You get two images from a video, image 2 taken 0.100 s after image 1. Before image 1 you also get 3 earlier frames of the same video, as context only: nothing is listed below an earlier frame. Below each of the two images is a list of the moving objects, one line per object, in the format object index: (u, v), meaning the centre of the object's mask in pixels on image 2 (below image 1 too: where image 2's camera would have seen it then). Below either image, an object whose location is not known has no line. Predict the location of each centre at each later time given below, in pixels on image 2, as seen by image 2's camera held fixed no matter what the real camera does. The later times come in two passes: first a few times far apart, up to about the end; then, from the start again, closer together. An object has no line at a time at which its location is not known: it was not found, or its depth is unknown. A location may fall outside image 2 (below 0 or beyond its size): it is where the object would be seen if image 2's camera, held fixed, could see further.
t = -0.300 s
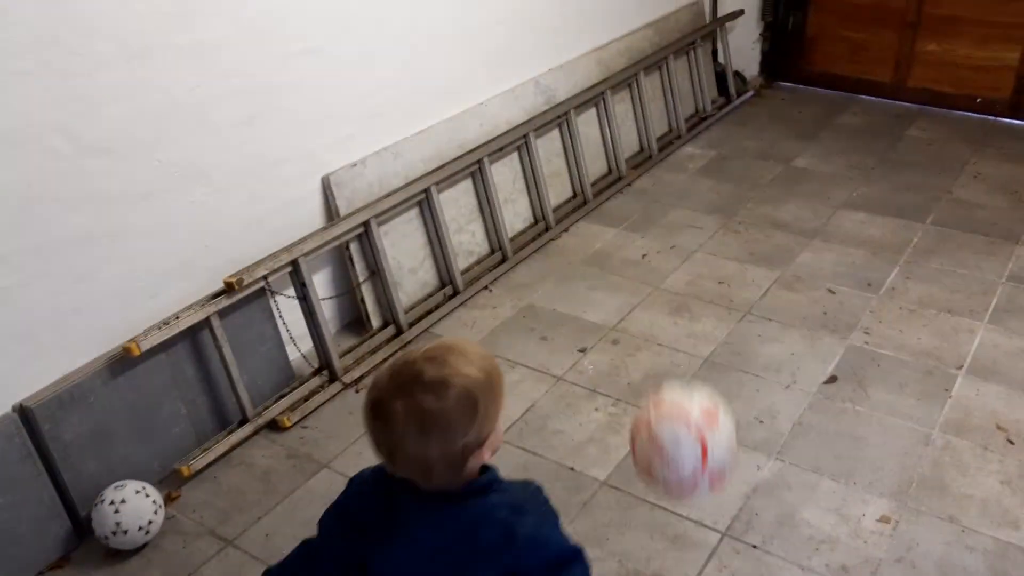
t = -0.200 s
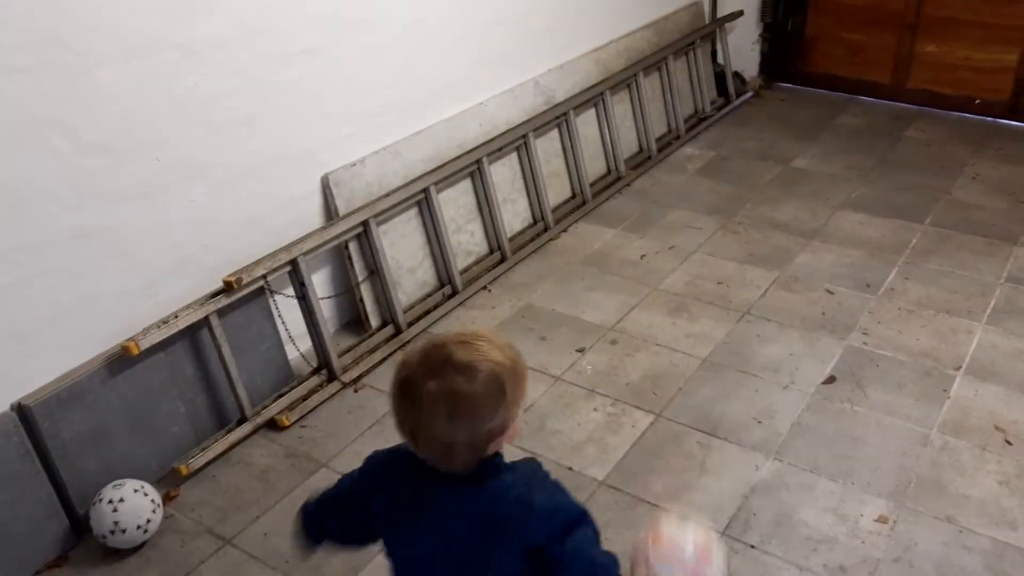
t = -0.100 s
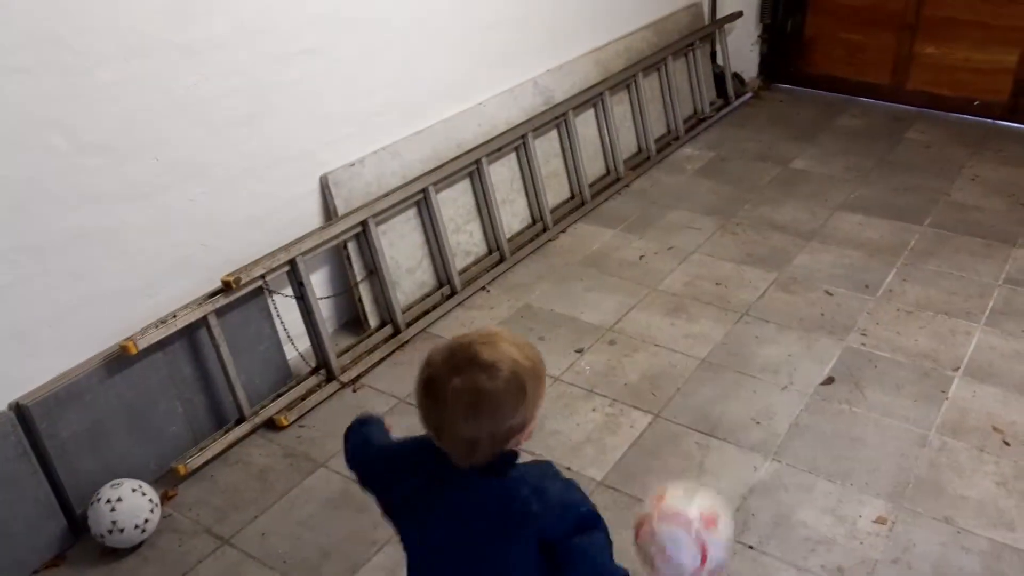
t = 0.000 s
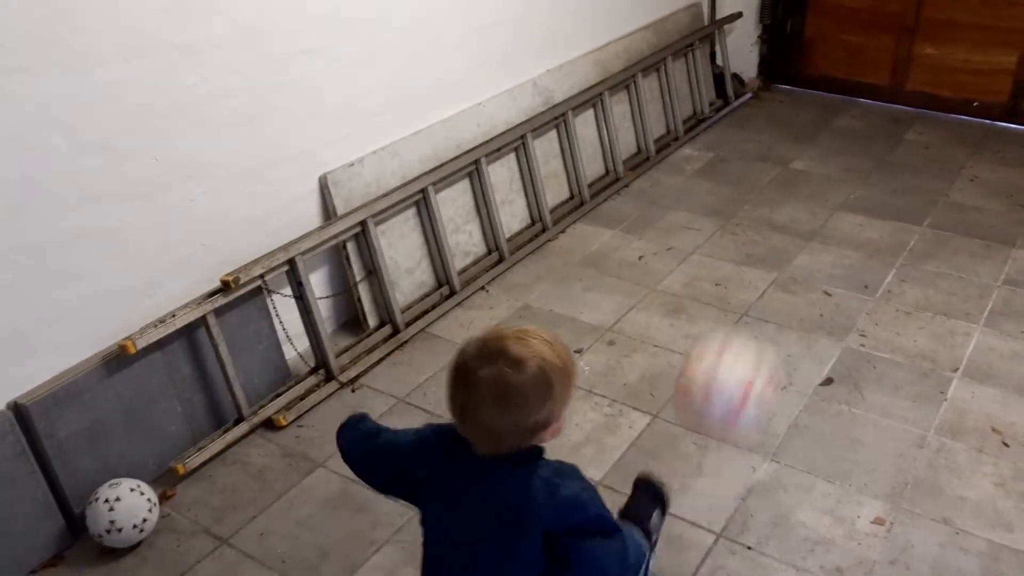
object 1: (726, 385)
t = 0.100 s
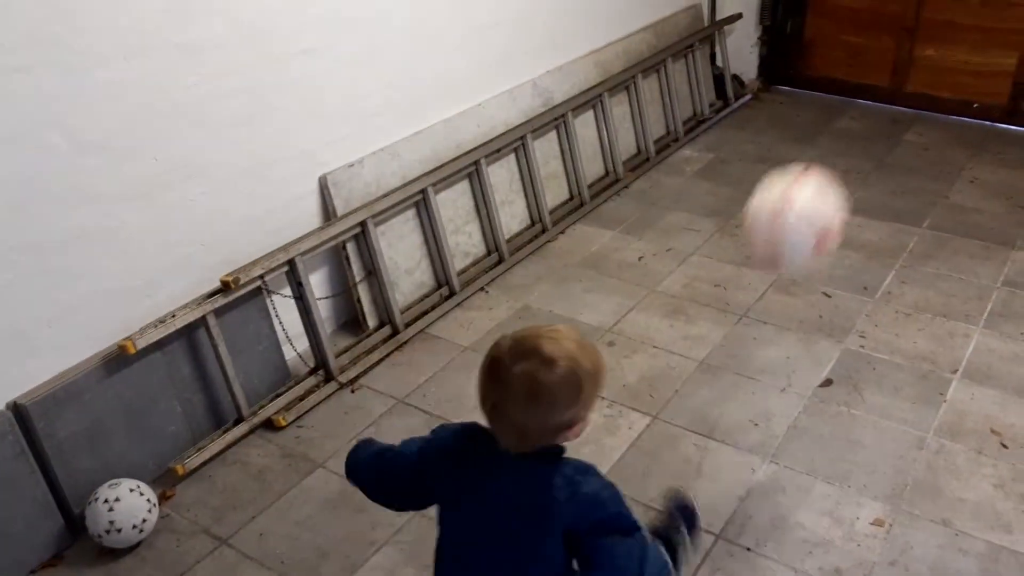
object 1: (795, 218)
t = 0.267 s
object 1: (879, 46)
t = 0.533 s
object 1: (935, 50)
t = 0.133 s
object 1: (815, 173)
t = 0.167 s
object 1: (833, 132)
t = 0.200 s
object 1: (849, 98)
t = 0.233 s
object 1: (865, 69)
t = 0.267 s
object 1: (879, 46)
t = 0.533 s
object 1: (935, 50)
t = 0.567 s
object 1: (936, 68)
